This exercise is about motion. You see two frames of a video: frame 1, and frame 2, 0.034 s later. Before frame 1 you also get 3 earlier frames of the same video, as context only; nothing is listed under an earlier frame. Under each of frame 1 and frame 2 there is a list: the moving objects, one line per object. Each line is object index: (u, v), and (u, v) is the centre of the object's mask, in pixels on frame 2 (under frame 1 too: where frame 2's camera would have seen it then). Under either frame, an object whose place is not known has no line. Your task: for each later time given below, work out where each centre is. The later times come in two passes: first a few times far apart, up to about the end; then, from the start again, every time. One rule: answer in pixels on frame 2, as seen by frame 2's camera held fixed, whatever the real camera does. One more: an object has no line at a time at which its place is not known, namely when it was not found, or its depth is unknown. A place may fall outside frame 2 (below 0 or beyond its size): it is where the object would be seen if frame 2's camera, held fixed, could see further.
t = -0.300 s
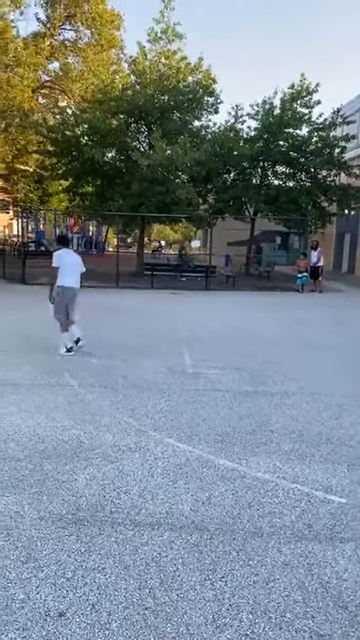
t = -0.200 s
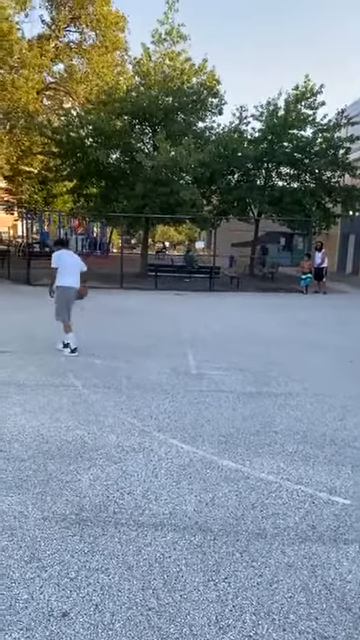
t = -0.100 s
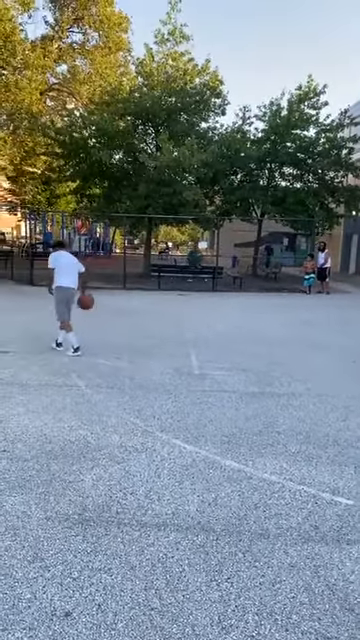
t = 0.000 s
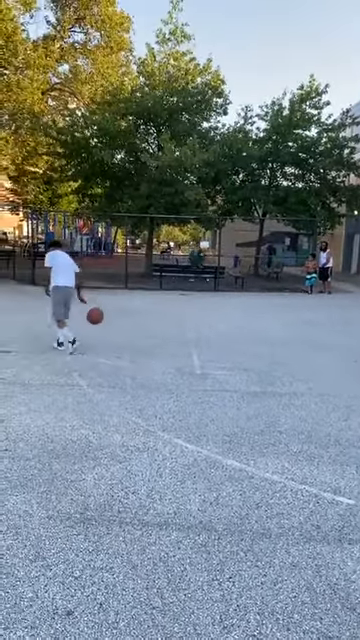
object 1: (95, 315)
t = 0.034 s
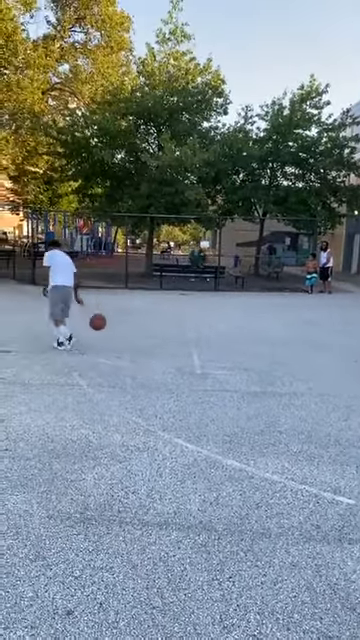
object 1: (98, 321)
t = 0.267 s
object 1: (111, 317)
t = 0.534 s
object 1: (125, 309)
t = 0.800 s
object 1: (138, 340)
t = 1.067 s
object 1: (149, 317)
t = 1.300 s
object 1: (158, 336)
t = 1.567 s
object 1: (167, 325)
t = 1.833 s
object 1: (177, 345)
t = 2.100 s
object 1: (188, 332)
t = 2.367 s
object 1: (197, 337)
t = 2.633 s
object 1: (205, 347)
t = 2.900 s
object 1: (214, 342)
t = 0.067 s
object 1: (100, 328)
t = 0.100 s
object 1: (102, 337)
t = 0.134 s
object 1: (105, 339)
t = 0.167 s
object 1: (106, 332)
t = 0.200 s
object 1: (108, 327)
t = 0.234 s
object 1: (110, 322)
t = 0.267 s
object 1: (111, 317)
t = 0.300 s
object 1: (113, 314)
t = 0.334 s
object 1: (115, 311)
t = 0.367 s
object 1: (117, 309)
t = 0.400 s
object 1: (118, 307)
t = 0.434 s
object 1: (120, 307)
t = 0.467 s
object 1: (122, 307)
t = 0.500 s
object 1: (123, 308)
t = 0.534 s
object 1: (125, 309)
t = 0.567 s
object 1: (127, 311)
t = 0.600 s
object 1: (128, 314)
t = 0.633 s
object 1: (130, 318)
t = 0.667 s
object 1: (131, 323)
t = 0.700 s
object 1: (133, 328)
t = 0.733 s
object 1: (135, 334)
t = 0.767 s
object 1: (136, 341)
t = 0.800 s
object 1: (138, 340)
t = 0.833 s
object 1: (139, 334)
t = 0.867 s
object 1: (141, 329)
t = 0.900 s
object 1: (142, 326)
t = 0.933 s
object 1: (144, 322)
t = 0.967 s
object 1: (145, 320)
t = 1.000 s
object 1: (147, 318)
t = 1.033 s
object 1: (148, 317)
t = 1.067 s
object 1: (149, 317)
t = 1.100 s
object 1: (150, 317)
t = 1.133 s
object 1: (152, 318)
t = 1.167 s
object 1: (153, 320)
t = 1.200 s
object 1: (154, 323)
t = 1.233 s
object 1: (156, 327)
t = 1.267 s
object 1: (157, 331)
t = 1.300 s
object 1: (158, 336)
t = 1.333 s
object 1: (159, 343)
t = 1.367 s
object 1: (160, 342)
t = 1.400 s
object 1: (161, 337)
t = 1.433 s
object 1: (162, 333)
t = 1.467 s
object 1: (163, 330)
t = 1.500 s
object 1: (165, 328)
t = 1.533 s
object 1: (165, 326)
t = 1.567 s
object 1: (167, 325)
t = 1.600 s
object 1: (168, 325)
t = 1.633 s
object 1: (169, 325)
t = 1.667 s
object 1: (170, 327)
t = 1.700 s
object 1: (171, 329)
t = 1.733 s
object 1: (173, 332)
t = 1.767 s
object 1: (174, 336)
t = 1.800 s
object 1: (175, 340)
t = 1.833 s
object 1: (177, 345)
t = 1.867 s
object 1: (179, 343)
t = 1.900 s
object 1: (180, 339)
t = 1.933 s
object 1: (181, 336)
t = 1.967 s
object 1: (182, 334)
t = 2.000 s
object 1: (184, 332)
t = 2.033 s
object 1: (185, 331)
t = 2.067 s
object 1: (187, 331)
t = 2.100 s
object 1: (188, 332)
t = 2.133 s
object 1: (189, 333)
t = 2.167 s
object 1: (190, 335)
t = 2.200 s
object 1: (192, 338)
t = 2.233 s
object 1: (192, 342)
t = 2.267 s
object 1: (194, 345)
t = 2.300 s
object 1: (195, 342)
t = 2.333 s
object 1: (196, 339)
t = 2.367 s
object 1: (197, 337)
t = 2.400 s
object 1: (199, 335)
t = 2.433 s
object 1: (199, 335)
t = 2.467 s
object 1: (200, 335)
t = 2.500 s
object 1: (201, 336)
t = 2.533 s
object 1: (202, 337)
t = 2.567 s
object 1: (203, 340)
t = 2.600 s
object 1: (204, 343)
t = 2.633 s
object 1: (205, 347)
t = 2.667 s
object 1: (206, 344)
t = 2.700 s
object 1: (208, 342)
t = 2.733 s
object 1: (209, 340)
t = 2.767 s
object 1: (210, 339)
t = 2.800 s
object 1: (211, 339)
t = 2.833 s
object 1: (211, 339)
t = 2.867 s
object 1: (213, 340)
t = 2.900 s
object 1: (214, 342)
